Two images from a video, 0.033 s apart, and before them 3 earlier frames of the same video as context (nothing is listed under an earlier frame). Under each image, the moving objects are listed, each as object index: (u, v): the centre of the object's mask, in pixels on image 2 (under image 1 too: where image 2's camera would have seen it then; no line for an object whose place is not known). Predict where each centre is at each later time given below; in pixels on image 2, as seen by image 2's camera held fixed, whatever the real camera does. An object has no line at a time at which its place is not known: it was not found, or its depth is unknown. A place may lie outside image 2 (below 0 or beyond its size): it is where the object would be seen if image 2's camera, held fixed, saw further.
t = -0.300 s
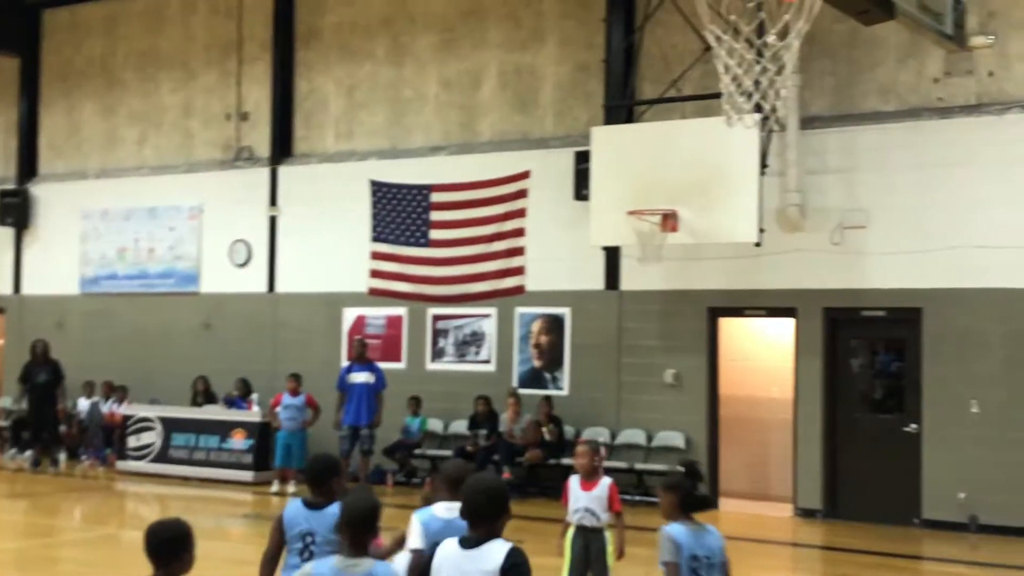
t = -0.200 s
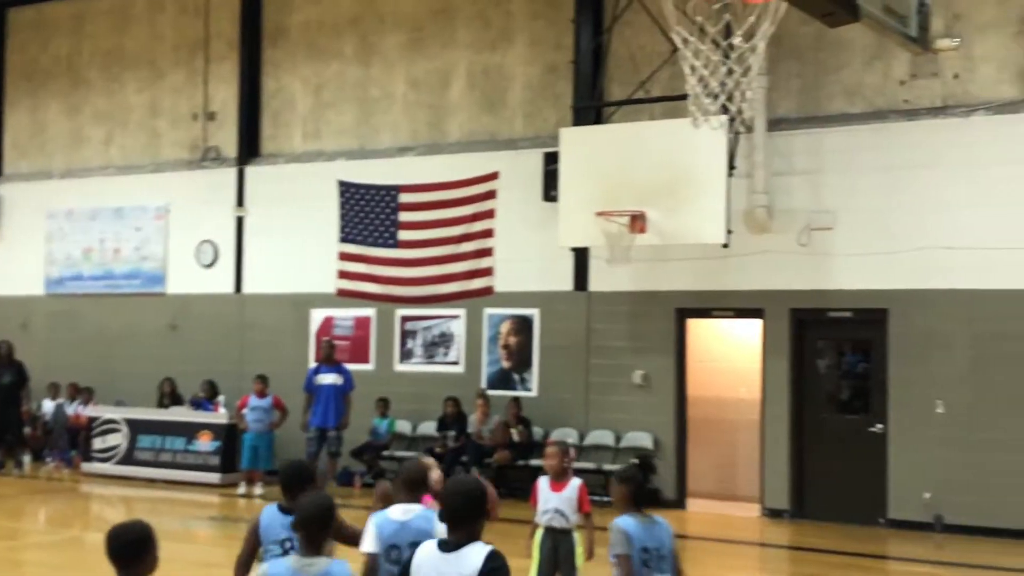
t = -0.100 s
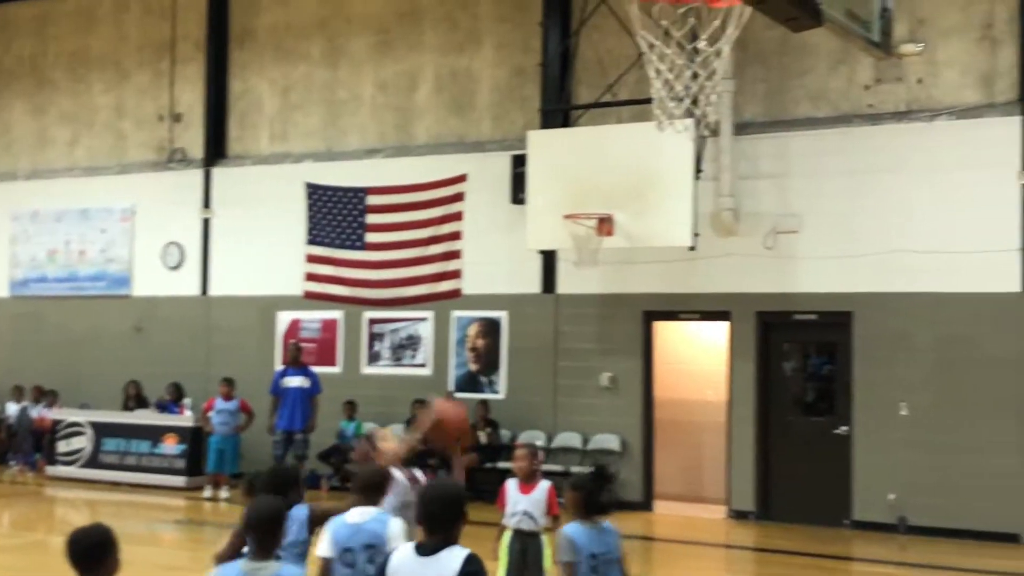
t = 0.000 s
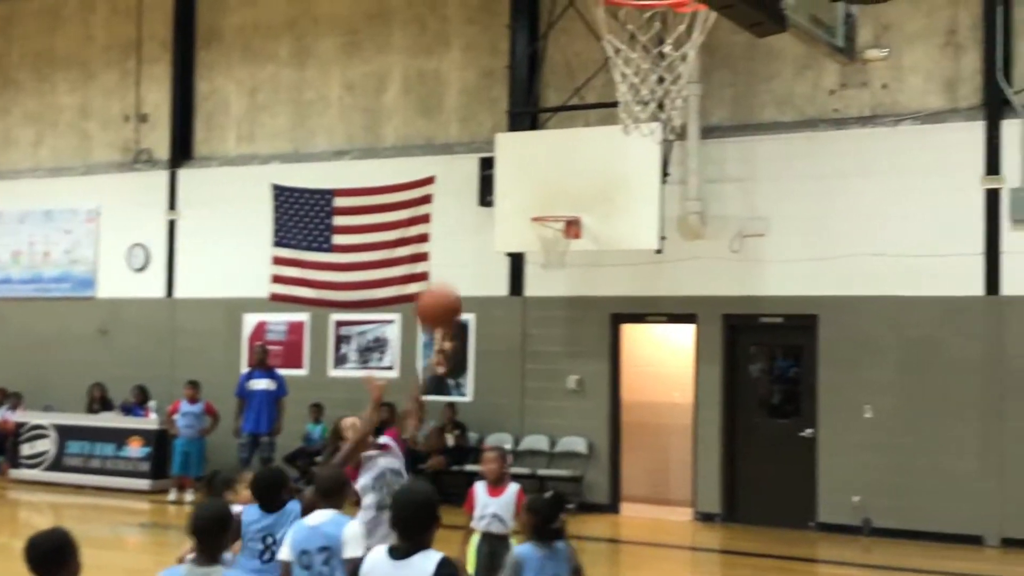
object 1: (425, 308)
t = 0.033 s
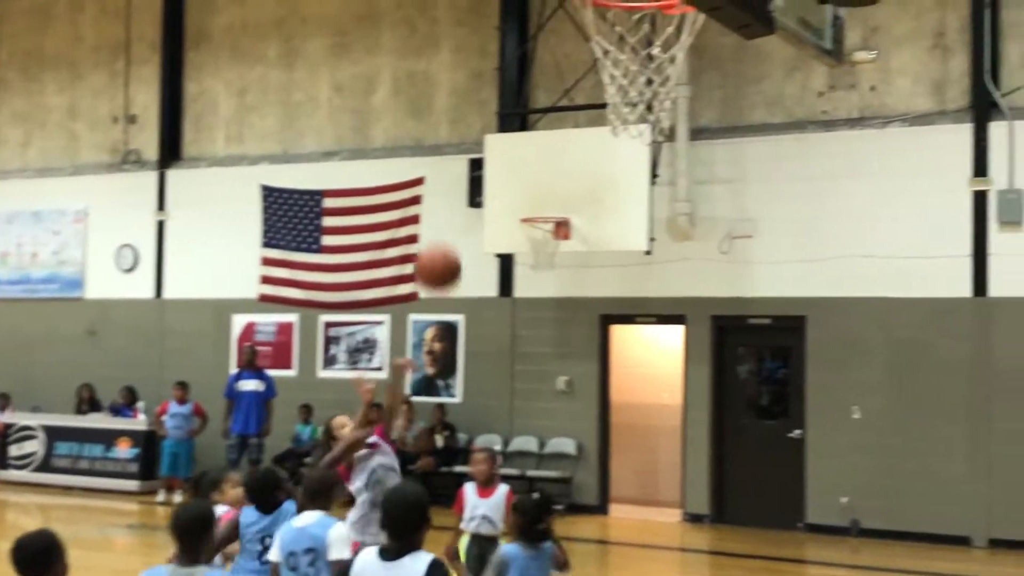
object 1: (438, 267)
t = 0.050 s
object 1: (443, 248)
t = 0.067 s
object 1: (448, 229)
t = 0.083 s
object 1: (453, 210)
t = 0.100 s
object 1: (458, 192)
